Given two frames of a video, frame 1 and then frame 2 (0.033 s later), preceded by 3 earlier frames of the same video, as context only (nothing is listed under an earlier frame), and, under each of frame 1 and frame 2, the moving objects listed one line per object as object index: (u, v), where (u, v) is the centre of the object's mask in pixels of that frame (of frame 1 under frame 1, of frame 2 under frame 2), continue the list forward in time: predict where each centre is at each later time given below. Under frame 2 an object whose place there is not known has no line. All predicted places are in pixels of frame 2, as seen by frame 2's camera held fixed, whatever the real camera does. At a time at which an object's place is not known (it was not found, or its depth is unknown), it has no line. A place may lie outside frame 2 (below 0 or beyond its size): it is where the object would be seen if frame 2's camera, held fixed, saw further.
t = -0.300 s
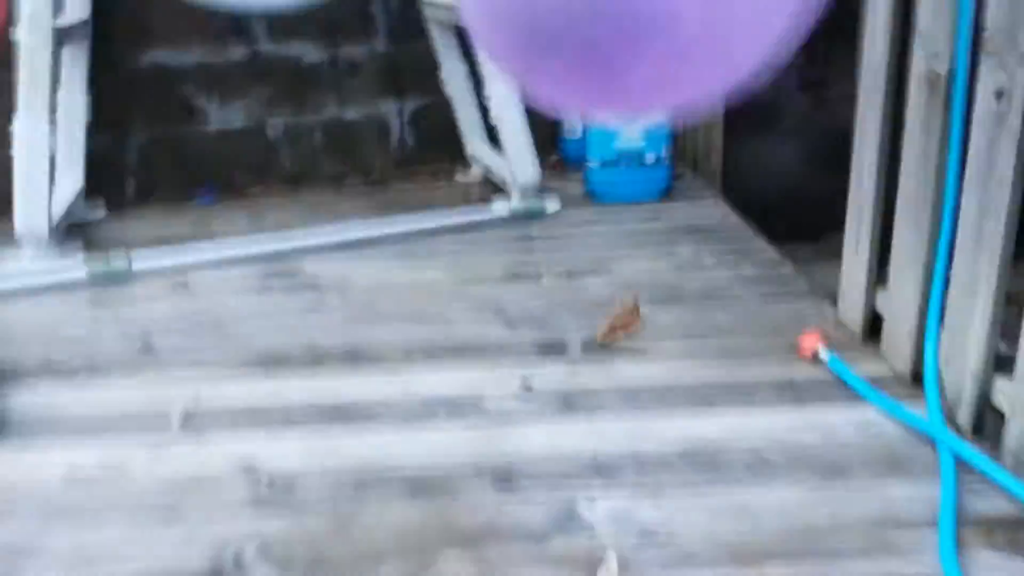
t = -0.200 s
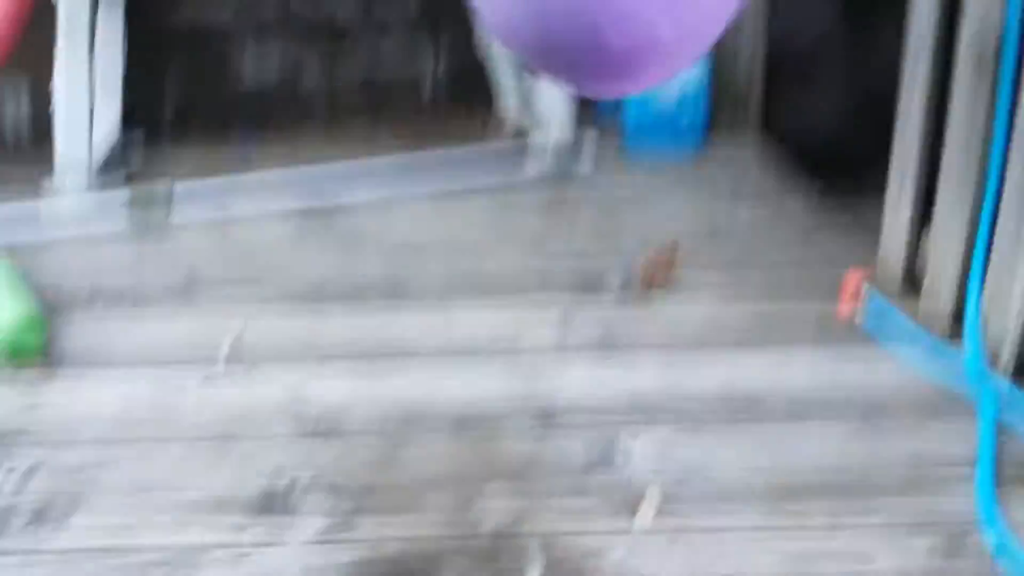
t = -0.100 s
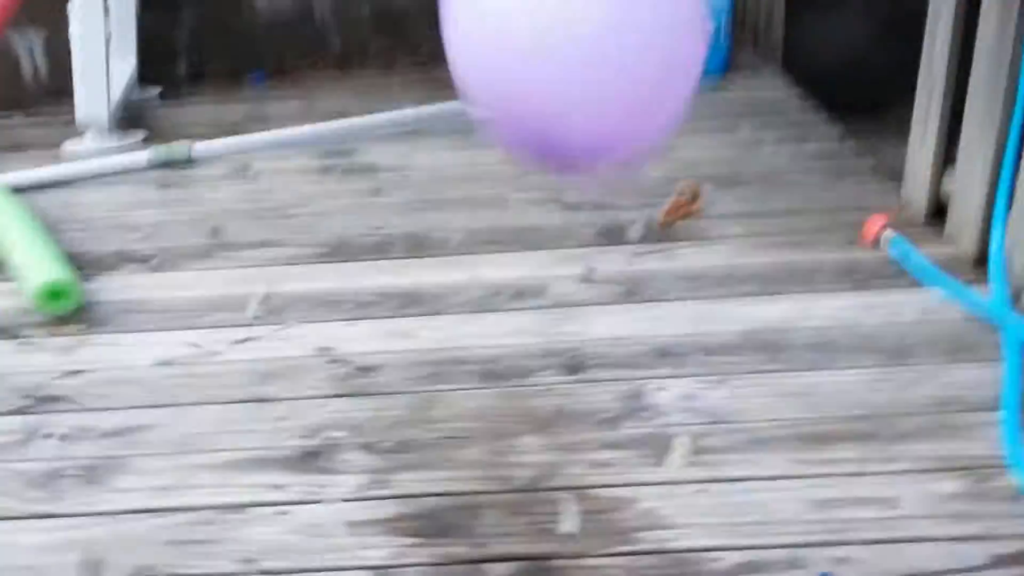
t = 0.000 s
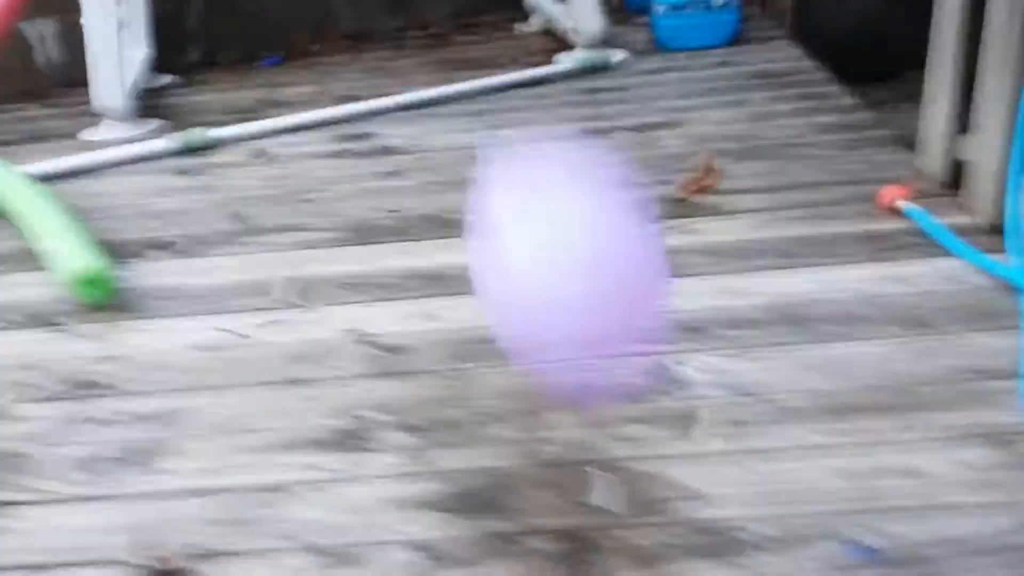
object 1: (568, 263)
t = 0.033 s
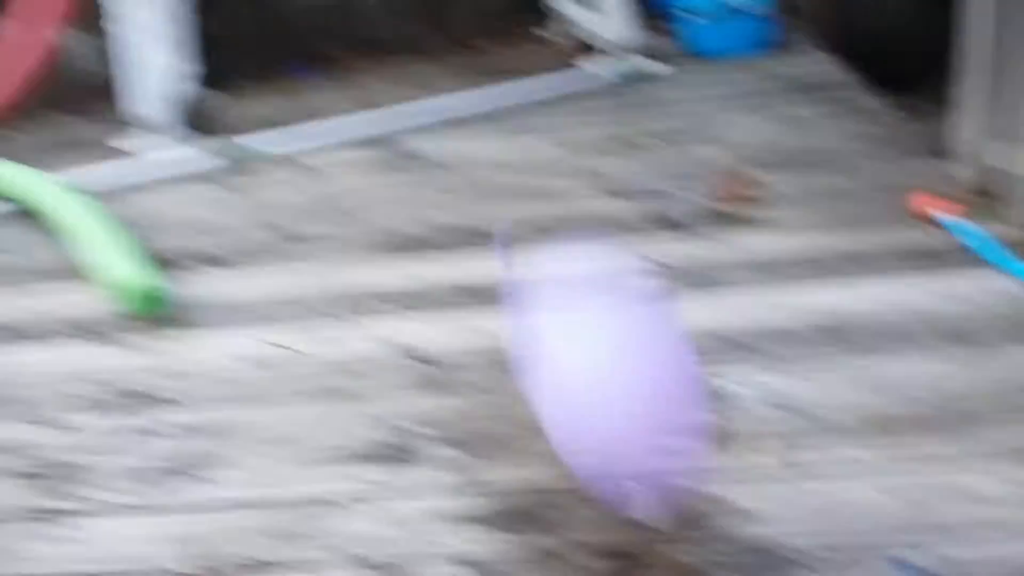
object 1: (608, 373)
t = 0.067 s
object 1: (608, 461)
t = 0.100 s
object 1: (609, 482)
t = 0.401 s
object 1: (527, 359)
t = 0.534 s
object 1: (509, 310)
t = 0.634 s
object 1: (498, 272)
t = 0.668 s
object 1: (496, 275)
